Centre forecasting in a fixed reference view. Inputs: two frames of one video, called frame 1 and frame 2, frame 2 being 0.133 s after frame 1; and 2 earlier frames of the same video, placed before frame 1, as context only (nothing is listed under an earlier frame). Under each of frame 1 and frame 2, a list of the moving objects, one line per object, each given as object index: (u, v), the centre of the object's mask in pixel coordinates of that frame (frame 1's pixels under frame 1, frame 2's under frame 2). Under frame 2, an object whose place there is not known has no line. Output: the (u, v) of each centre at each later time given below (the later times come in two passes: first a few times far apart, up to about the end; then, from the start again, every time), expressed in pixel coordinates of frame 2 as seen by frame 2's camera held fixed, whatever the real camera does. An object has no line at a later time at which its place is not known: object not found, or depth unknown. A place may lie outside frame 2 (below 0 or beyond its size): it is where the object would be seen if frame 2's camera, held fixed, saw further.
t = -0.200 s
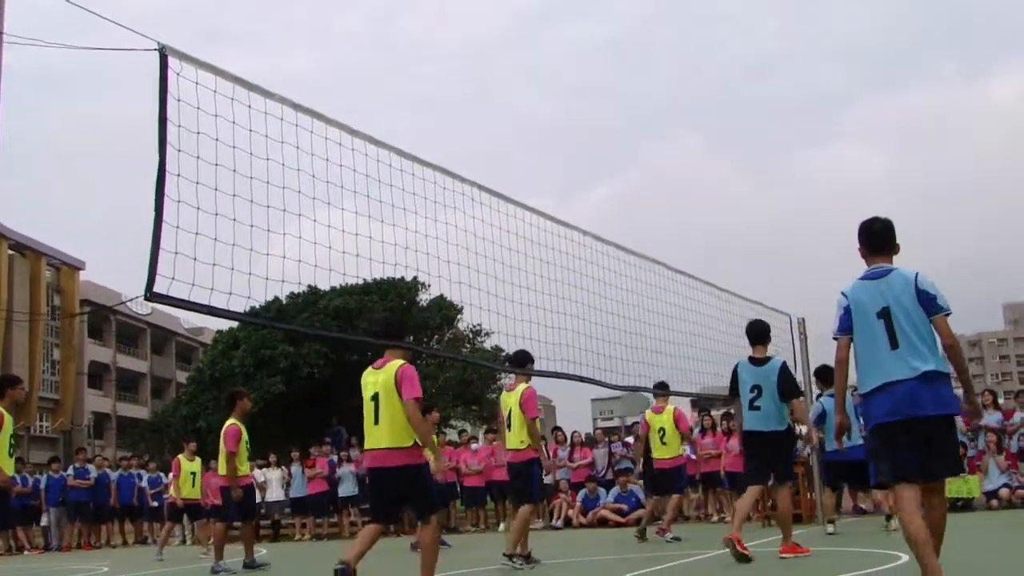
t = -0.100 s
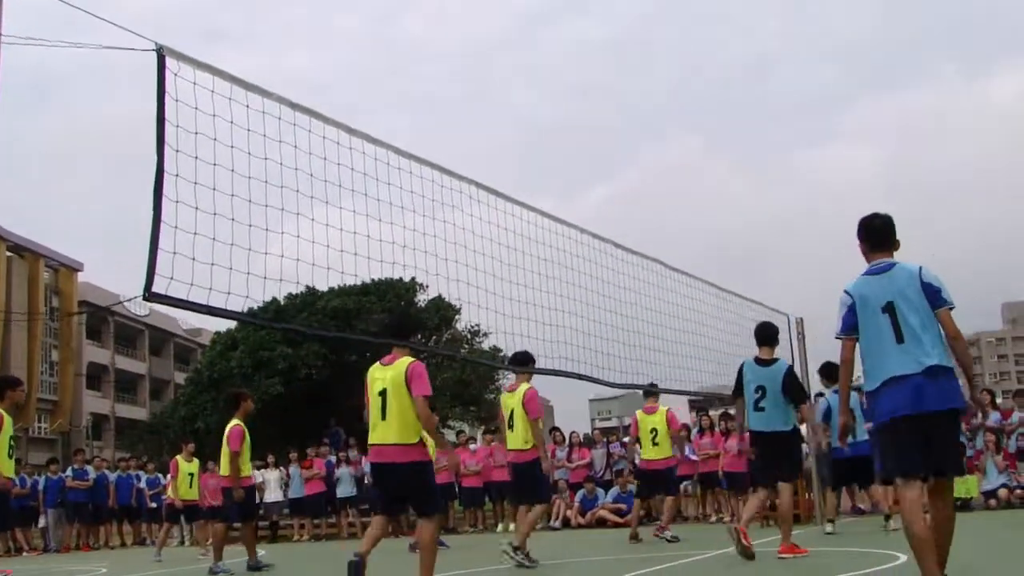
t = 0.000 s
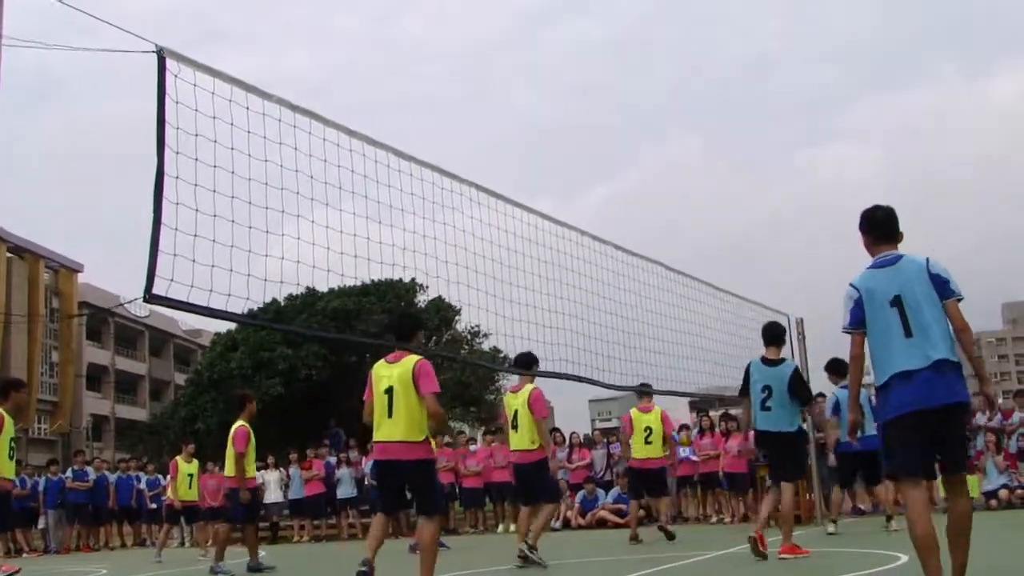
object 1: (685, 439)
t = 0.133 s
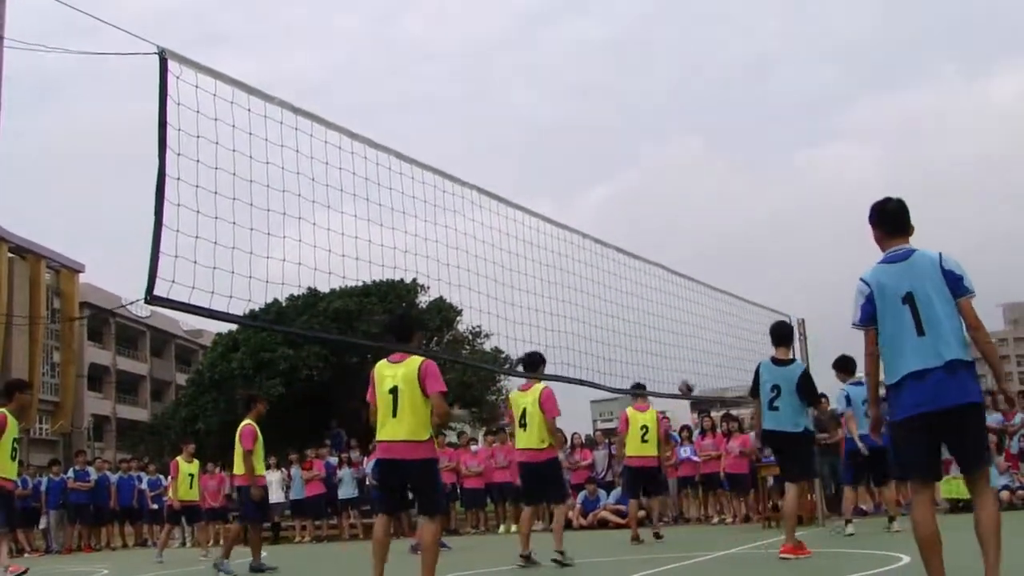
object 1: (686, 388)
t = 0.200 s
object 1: (686, 367)
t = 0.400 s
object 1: (687, 329)
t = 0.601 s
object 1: (691, 323)
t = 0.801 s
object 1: (697, 345)
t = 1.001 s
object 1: (705, 390)
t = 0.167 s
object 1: (686, 376)
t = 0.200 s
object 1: (686, 367)
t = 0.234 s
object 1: (686, 359)
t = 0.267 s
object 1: (686, 351)
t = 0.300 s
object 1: (686, 344)
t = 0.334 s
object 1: (686, 338)
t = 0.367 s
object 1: (686, 333)
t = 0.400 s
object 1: (687, 329)
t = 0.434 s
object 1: (687, 326)
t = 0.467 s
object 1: (688, 324)
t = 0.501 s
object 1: (689, 323)
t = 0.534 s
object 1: (689, 322)
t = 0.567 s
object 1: (690, 322)
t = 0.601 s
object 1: (691, 323)
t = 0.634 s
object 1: (692, 324)
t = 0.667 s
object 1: (693, 327)
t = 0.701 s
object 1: (694, 330)
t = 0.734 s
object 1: (695, 334)
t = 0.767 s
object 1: (696, 340)
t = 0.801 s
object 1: (697, 345)
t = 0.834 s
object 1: (698, 350)
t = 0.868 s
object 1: (699, 359)
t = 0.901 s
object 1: (700, 365)
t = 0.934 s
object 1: (702, 374)
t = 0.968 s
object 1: (703, 383)
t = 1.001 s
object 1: (705, 390)
